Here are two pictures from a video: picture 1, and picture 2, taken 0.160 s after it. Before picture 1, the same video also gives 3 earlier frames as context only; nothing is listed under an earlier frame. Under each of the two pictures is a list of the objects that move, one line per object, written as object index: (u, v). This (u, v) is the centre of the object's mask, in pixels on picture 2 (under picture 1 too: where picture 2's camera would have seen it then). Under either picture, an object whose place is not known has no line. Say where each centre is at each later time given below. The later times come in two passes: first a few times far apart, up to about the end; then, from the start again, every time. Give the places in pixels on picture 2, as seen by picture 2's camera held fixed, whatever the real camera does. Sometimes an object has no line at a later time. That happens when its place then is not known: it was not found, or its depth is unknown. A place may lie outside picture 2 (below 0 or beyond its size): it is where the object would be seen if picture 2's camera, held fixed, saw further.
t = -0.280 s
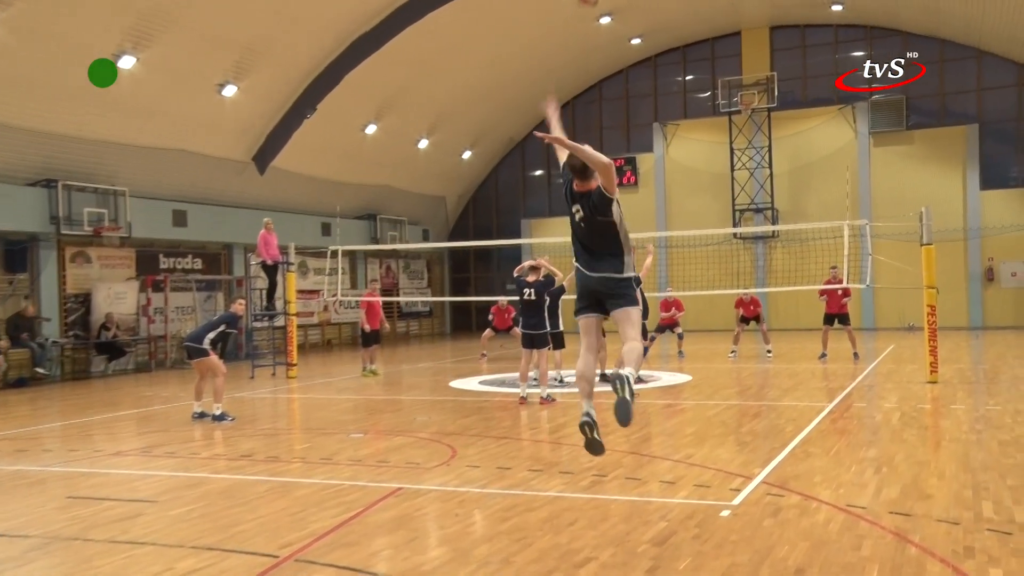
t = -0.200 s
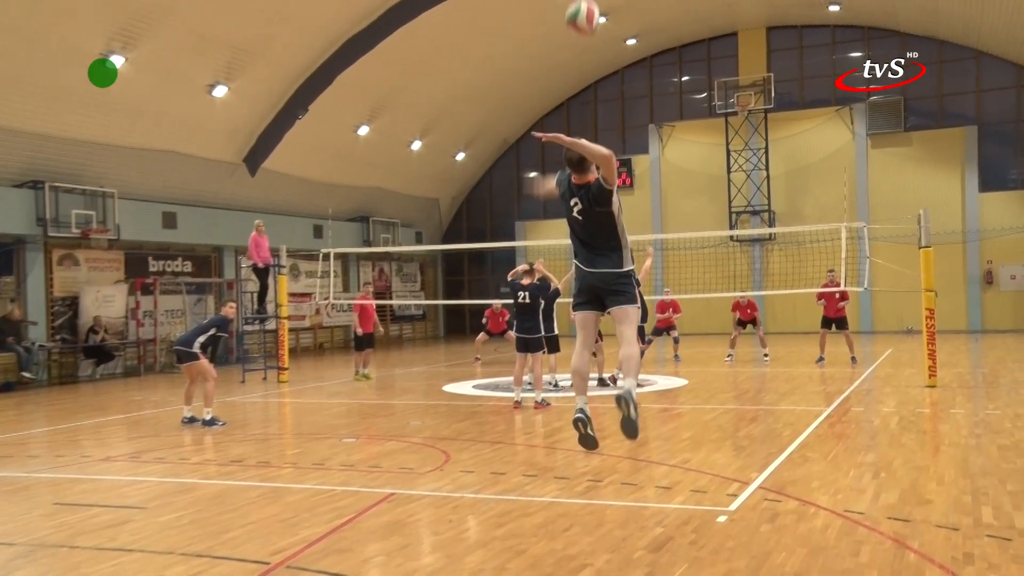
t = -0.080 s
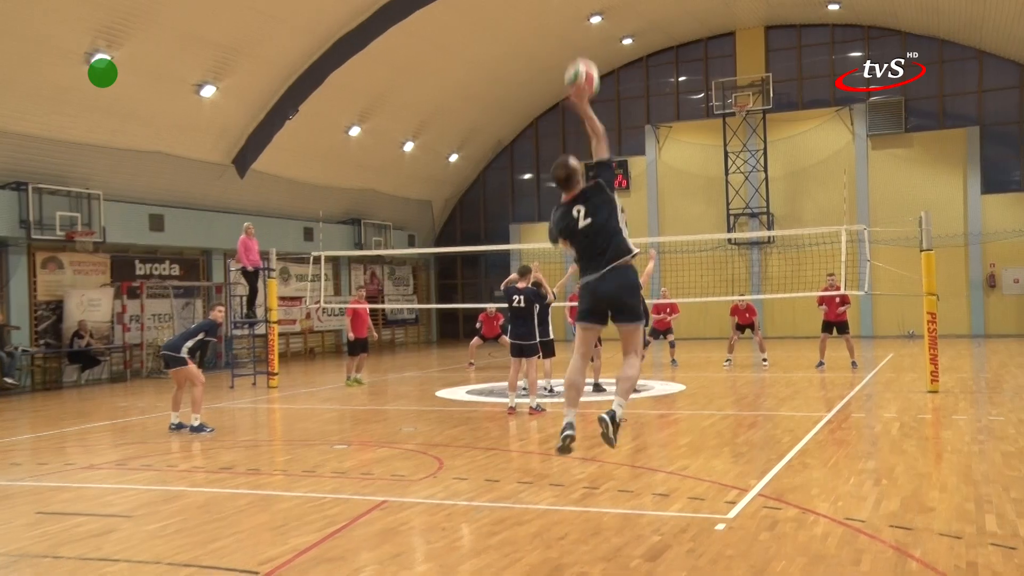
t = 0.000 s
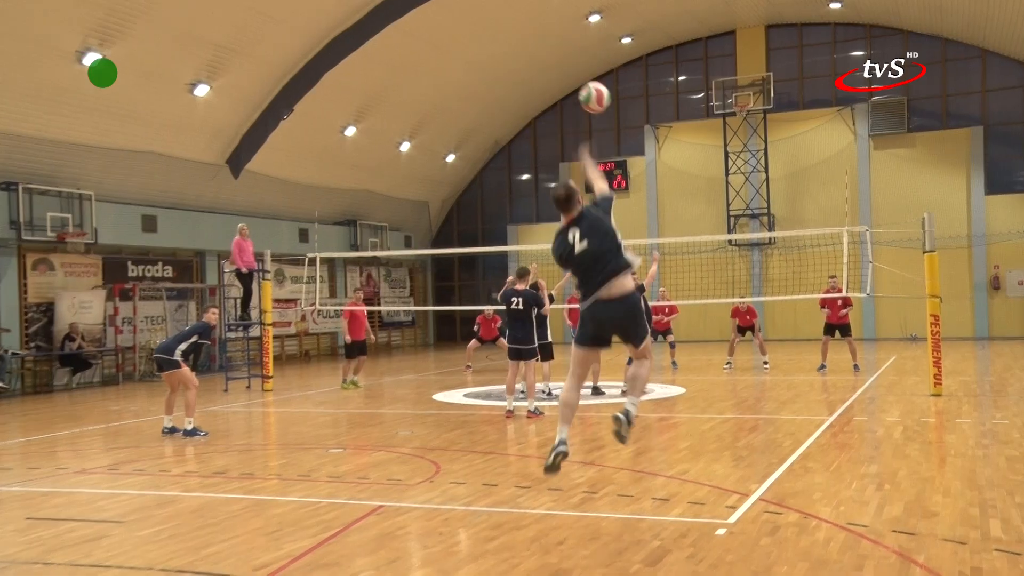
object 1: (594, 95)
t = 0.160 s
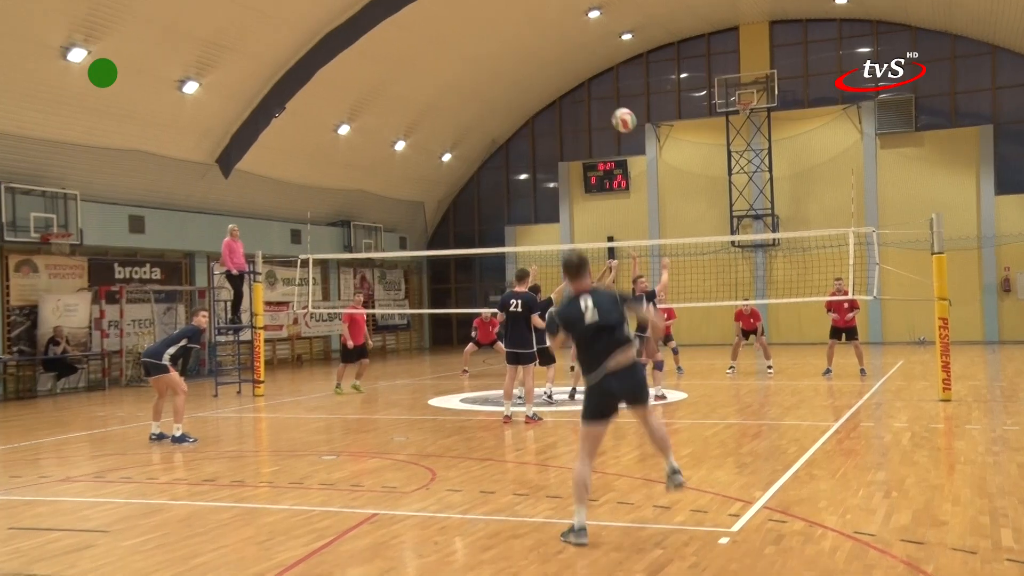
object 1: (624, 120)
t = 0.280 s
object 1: (643, 141)
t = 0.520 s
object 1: (669, 188)
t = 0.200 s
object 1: (631, 127)
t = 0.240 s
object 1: (637, 134)
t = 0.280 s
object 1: (643, 141)
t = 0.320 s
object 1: (650, 148)
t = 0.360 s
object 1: (655, 155)
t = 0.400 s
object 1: (660, 162)
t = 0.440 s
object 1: (663, 170)
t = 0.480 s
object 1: (666, 179)
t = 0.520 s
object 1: (669, 188)
